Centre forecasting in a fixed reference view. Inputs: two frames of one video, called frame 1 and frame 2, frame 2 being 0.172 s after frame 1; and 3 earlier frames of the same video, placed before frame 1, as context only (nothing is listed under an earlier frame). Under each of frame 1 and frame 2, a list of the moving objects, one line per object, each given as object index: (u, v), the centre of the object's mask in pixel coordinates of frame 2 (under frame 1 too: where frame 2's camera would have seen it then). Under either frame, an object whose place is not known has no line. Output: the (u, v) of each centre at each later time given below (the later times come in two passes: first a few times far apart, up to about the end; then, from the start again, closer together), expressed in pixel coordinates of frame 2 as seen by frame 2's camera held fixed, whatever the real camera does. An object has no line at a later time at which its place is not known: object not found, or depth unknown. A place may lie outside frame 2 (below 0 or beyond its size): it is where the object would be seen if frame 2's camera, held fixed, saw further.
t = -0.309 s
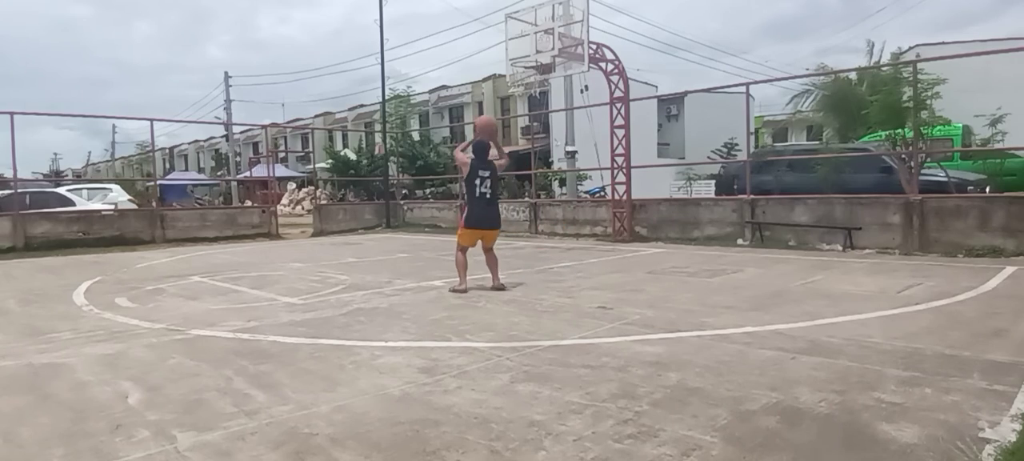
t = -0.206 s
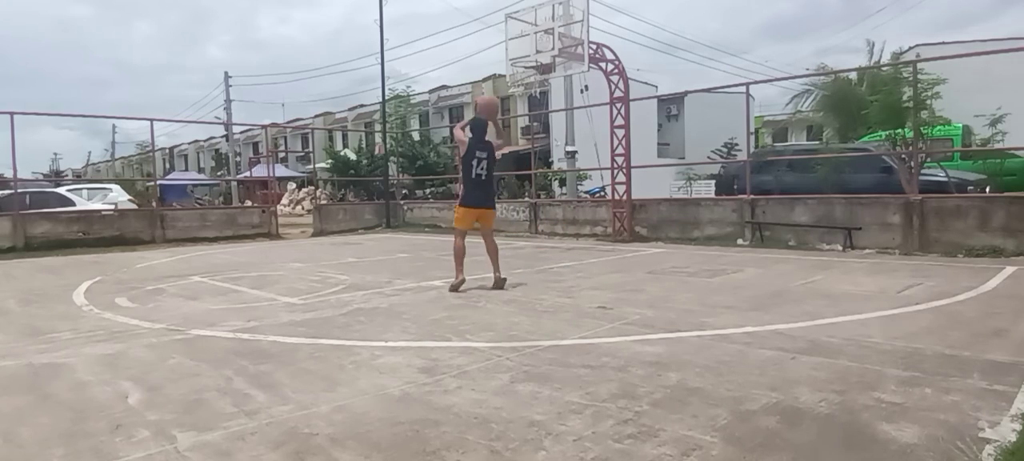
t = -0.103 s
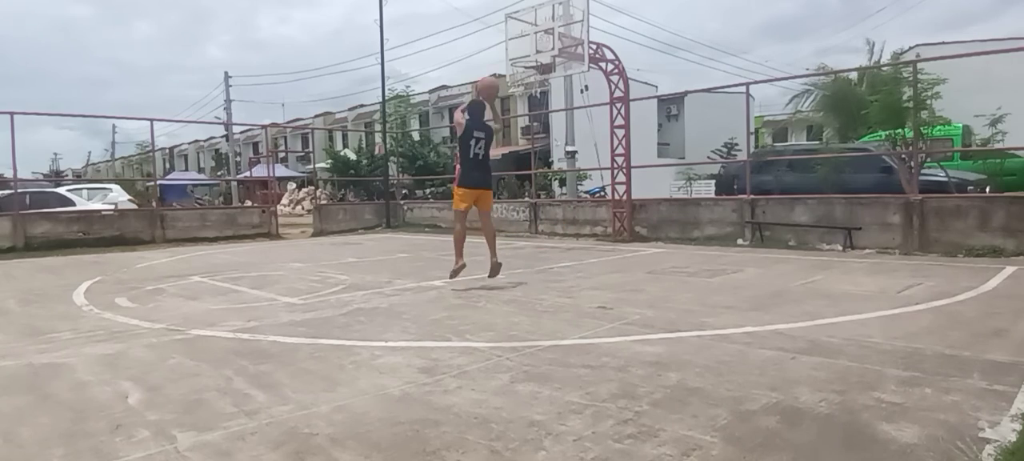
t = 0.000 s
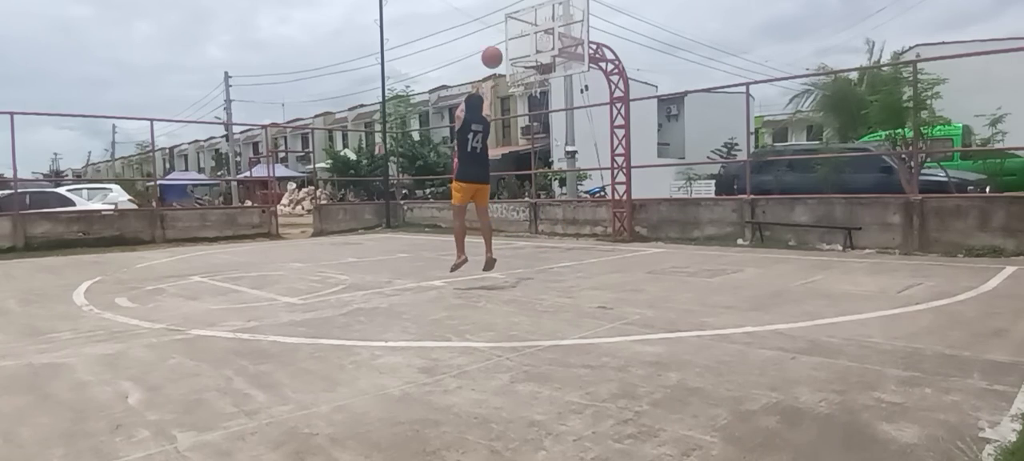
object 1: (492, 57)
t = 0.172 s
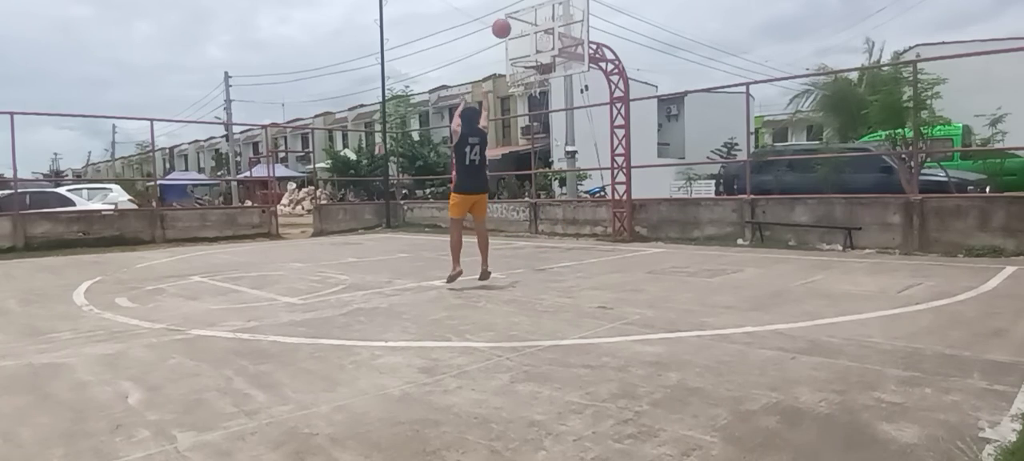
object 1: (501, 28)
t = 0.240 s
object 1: (505, 25)
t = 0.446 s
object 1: (515, 36)
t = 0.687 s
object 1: (526, 77)
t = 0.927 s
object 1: (534, 138)
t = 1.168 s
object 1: (543, 215)
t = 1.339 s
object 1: (549, 205)
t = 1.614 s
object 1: (557, 148)
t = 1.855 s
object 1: (565, 133)
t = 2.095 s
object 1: (574, 145)
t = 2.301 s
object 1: (582, 176)
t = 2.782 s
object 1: (542, 206)
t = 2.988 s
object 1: (521, 236)
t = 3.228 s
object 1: (501, 208)
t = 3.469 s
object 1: (481, 211)
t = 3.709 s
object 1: (462, 245)
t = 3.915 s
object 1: (445, 221)
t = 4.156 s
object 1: (425, 224)
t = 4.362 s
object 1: (409, 248)
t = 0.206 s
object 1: (503, 26)
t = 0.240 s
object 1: (505, 25)
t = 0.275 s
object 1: (506, 25)
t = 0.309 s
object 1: (508, 25)
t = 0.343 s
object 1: (510, 27)
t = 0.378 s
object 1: (511, 29)
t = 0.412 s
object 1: (513, 32)
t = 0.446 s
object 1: (515, 36)
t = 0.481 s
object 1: (517, 40)
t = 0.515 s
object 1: (518, 45)
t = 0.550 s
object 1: (520, 50)
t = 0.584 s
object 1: (521, 57)
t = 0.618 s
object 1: (523, 63)
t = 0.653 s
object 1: (524, 70)
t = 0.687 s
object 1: (526, 77)
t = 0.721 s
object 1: (527, 84)
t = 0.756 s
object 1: (528, 93)
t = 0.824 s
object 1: (531, 109)
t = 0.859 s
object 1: (532, 119)
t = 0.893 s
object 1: (533, 128)
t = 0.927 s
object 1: (534, 138)
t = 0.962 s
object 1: (535, 148)
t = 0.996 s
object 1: (537, 160)
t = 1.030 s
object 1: (539, 169)
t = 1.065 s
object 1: (539, 180)
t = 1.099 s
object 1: (541, 192)
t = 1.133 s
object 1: (541, 204)
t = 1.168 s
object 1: (543, 215)
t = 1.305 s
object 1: (548, 214)
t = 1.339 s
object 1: (549, 205)
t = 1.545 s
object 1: (555, 159)
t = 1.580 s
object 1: (557, 153)
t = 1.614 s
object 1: (557, 148)
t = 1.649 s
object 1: (558, 145)
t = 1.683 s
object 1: (560, 141)
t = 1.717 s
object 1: (561, 138)
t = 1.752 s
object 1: (562, 136)
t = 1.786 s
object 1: (563, 135)
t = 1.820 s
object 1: (564, 133)
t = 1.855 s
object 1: (565, 133)
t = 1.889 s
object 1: (567, 133)
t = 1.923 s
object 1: (568, 134)
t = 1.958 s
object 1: (569, 135)
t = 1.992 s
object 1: (571, 136)
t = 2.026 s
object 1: (572, 139)
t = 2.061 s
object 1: (573, 141)
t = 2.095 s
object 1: (574, 145)
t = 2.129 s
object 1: (576, 149)
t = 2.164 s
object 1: (577, 153)
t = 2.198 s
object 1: (578, 158)
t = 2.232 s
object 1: (579, 164)
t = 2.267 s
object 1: (581, 169)
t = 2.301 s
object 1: (582, 176)
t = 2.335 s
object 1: (583, 183)
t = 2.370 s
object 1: (584, 191)
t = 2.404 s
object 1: (585, 195)
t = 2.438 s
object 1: (581, 193)
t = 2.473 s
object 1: (577, 191)
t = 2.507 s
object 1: (573, 191)
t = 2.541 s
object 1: (570, 191)
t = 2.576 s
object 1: (566, 192)
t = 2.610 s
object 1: (561, 192)
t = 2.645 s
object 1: (558, 194)
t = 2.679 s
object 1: (555, 195)
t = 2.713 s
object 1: (550, 198)
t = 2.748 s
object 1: (546, 202)
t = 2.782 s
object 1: (542, 206)
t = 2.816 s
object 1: (538, 212)
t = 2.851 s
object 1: (536, 215)
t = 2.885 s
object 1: (532, 222)
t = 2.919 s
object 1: (528, 229)
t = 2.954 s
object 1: (525, 236)
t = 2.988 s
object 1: (521, 236)
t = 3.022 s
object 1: (518, 230)
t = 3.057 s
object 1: (516, 225)
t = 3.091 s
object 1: (512, 221)
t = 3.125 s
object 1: (510, 216)
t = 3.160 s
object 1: (506, 213)
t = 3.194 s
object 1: (504, 211)
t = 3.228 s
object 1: (501, 208)
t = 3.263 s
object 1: (498, 207)
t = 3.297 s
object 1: (495, 206)
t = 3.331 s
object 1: (492, 205)
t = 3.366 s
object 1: (489, 206)
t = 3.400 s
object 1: (486, 207)
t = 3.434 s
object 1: (483, 209)
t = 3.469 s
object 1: (481, 211)
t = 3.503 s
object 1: (478, 214)
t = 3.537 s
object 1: (475, 218)
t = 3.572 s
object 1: (472, 223)
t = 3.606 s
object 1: (470, 227)
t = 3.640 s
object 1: (467, 234)
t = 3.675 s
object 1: (465, 240)
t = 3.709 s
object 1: (462, 245)
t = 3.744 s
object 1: (459, 239)
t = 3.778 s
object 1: (456, 234)
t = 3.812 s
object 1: (453, 229)
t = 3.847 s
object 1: (450, 225)
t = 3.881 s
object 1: (447, 223)
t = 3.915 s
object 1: (445, 221)
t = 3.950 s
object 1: (442, 219)
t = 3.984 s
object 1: (439, 219)
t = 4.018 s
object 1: (436, 219)
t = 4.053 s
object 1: (434, 219)
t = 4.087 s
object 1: (430, 220)
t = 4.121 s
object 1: (427, 222)
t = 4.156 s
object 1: (425, 224)
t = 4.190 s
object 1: (422, 228)
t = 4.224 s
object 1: (419, 233)
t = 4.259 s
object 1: (417, 238)
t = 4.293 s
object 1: (414, 244)
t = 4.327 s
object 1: (412, 251)
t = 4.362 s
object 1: (409, 248)
